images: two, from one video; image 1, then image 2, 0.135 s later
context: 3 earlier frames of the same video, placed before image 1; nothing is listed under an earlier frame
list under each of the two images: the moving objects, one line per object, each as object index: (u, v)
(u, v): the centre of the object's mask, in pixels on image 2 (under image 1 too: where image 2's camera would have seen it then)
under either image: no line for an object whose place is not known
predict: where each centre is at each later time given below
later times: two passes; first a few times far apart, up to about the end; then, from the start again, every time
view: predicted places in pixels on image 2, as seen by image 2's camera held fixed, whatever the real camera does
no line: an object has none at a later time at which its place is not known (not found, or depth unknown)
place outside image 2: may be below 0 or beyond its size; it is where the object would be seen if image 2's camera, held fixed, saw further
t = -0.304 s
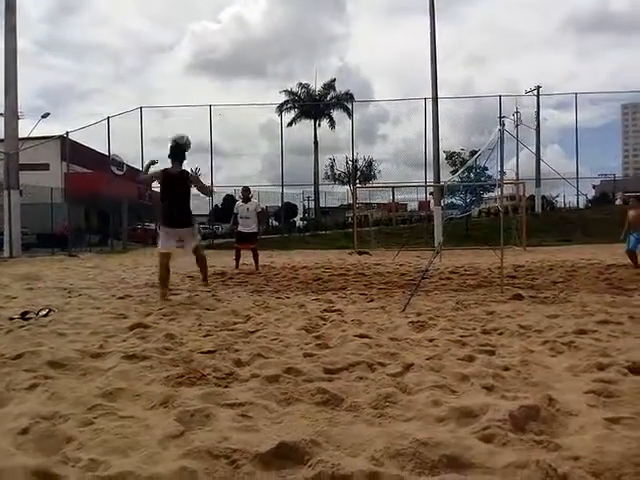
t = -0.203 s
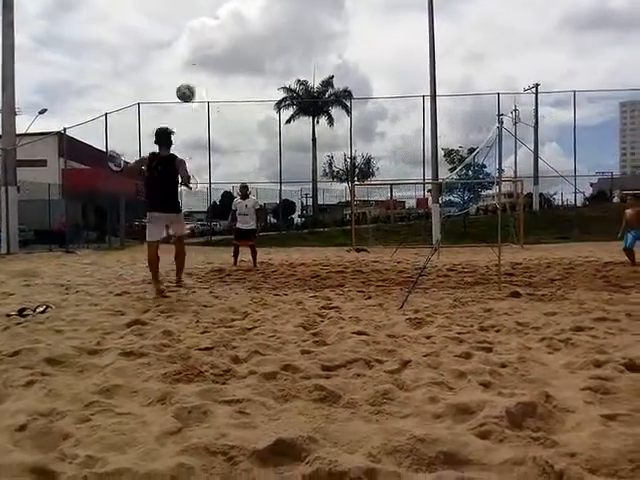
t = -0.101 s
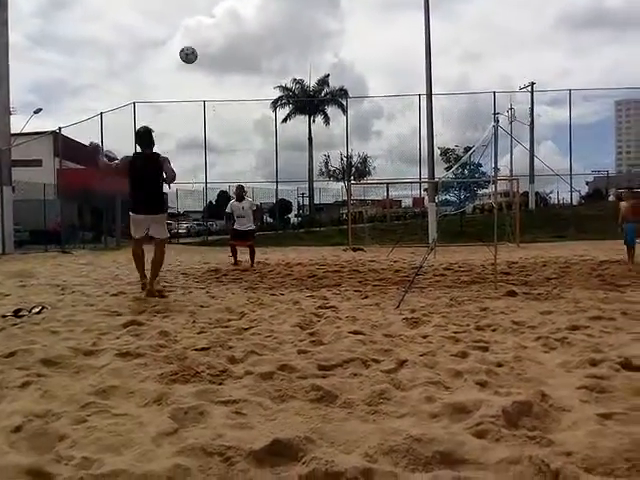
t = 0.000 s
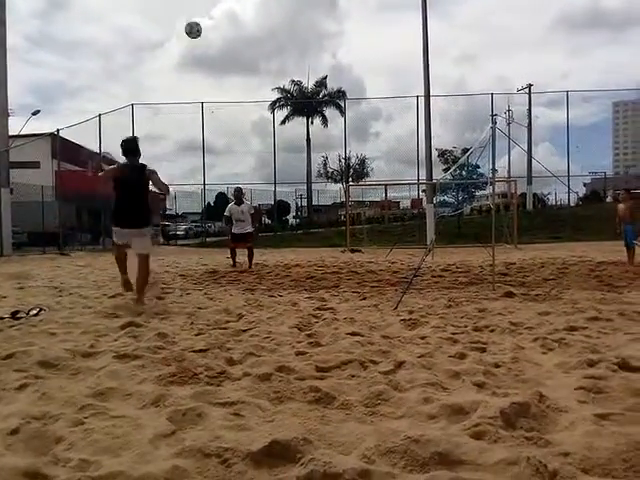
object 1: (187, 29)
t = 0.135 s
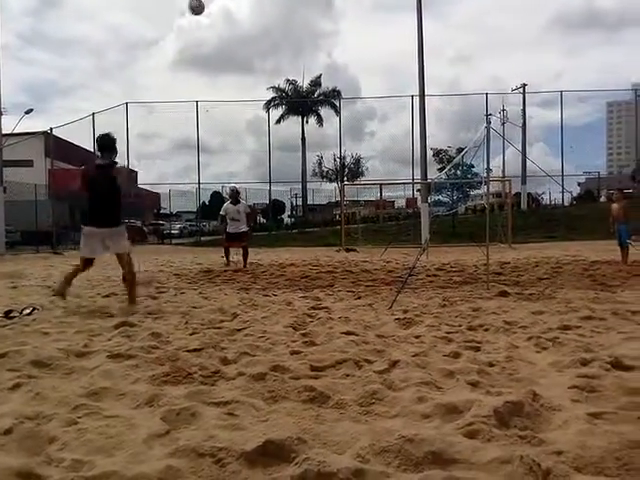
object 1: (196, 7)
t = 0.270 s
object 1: (205, 2)
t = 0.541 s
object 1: (218, 22)
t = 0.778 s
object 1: (230, 74)
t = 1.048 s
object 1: (241, 165)
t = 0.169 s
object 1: (198, 5)
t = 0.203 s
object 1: (200, 4)
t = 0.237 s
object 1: (203, 3)
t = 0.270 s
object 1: (205, 2)
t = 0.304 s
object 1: (208, 2)
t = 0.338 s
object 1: (209, 2)
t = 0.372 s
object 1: (210, 3)
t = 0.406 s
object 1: (212, 4)
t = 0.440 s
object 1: (213, 7)
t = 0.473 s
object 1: (215, 12)
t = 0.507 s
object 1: (217, 16)
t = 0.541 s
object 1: (218, 22)
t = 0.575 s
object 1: (220, 27)
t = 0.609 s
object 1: (222, 34)
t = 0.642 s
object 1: (223, 41)
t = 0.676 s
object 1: (225, 48)
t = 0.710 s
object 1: (227, 57)
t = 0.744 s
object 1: (228, 65)
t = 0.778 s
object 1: (230, 74)
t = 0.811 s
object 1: (231, 84)
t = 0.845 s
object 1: (232, 95)
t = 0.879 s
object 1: (234, 106)
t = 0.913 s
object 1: (235, 117)
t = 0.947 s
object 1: (237, 129)
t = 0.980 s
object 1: (238, 141)
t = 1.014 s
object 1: (240, 153)
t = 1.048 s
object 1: (241, 165)
